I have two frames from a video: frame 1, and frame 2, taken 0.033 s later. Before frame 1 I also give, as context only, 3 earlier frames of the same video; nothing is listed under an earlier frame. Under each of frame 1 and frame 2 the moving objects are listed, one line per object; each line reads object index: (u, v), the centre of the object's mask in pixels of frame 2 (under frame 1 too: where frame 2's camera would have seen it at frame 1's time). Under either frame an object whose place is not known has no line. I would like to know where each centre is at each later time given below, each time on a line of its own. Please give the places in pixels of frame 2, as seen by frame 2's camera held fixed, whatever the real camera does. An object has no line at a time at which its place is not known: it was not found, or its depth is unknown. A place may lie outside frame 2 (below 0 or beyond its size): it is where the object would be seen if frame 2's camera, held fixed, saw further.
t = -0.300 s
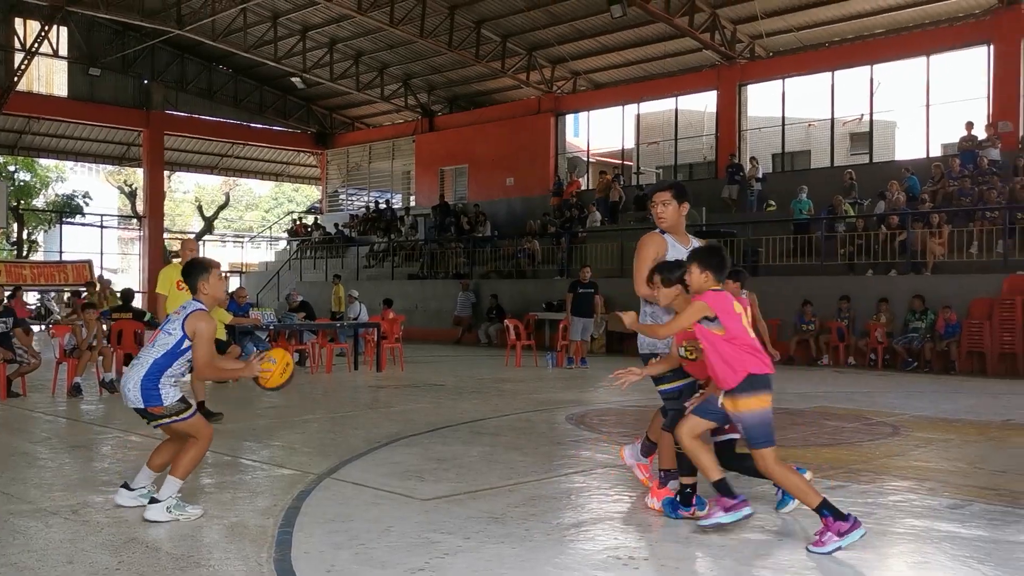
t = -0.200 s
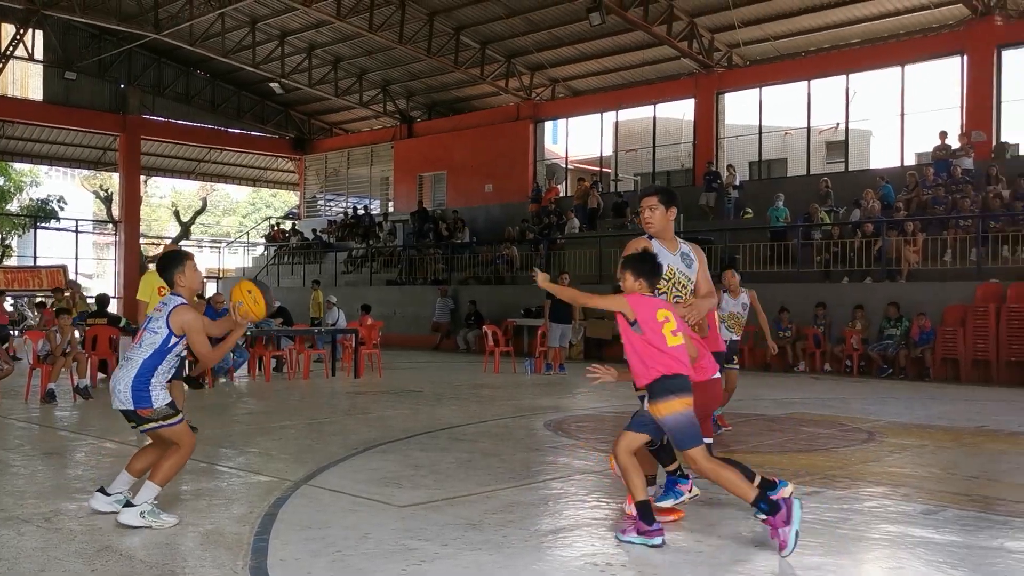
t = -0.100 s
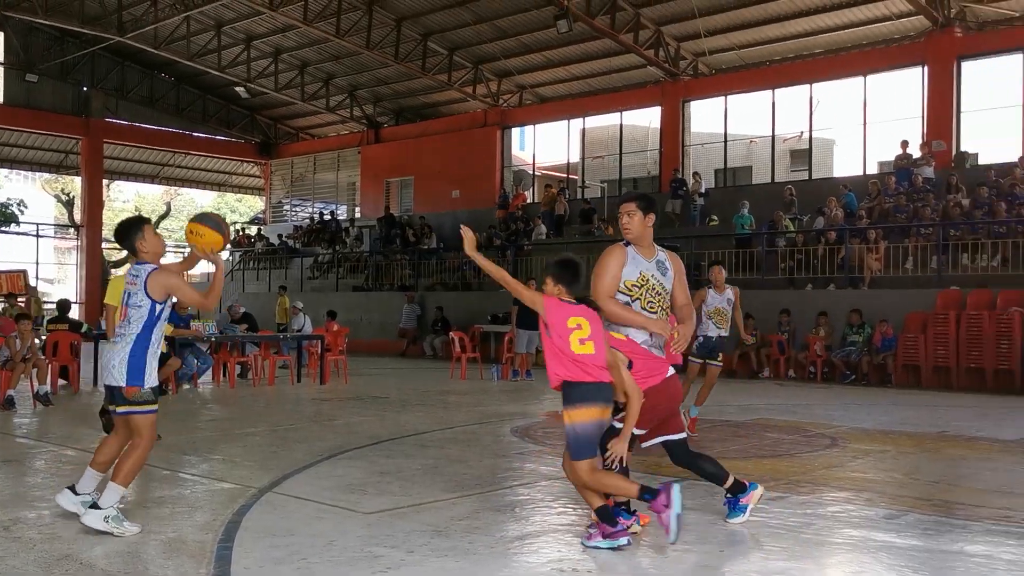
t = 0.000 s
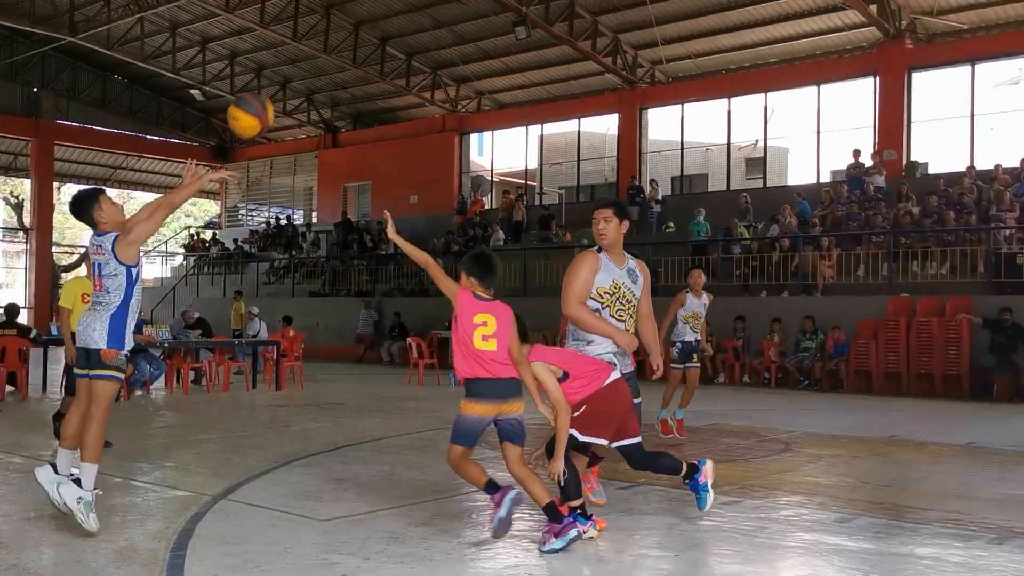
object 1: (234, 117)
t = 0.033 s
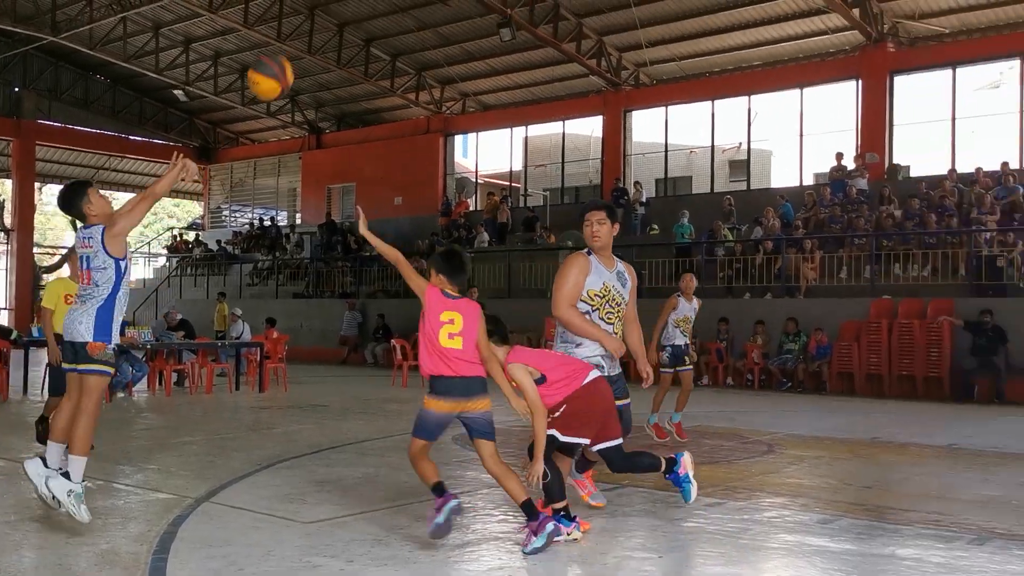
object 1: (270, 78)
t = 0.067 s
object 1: (305, 41)
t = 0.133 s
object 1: (372, 0)
